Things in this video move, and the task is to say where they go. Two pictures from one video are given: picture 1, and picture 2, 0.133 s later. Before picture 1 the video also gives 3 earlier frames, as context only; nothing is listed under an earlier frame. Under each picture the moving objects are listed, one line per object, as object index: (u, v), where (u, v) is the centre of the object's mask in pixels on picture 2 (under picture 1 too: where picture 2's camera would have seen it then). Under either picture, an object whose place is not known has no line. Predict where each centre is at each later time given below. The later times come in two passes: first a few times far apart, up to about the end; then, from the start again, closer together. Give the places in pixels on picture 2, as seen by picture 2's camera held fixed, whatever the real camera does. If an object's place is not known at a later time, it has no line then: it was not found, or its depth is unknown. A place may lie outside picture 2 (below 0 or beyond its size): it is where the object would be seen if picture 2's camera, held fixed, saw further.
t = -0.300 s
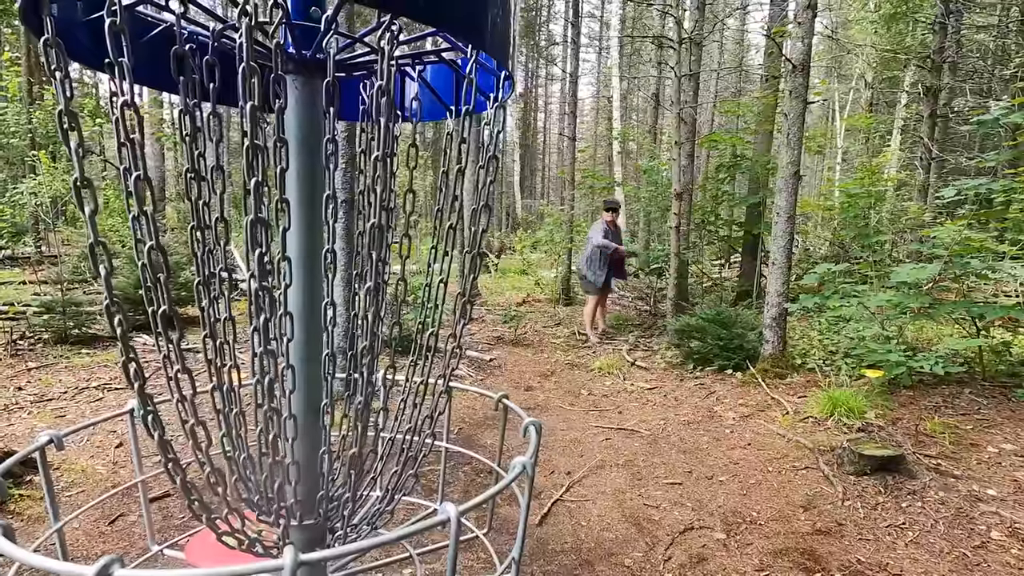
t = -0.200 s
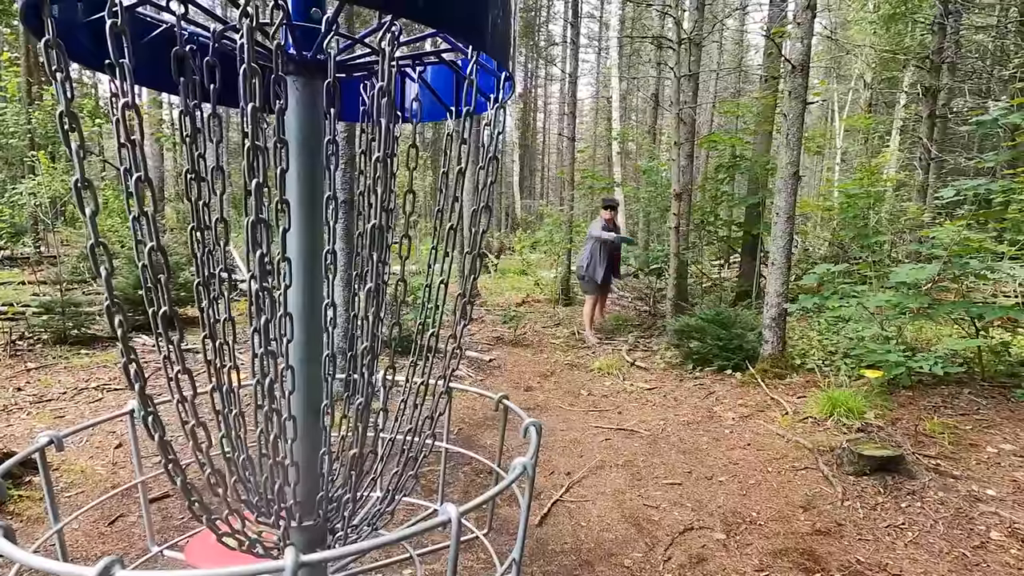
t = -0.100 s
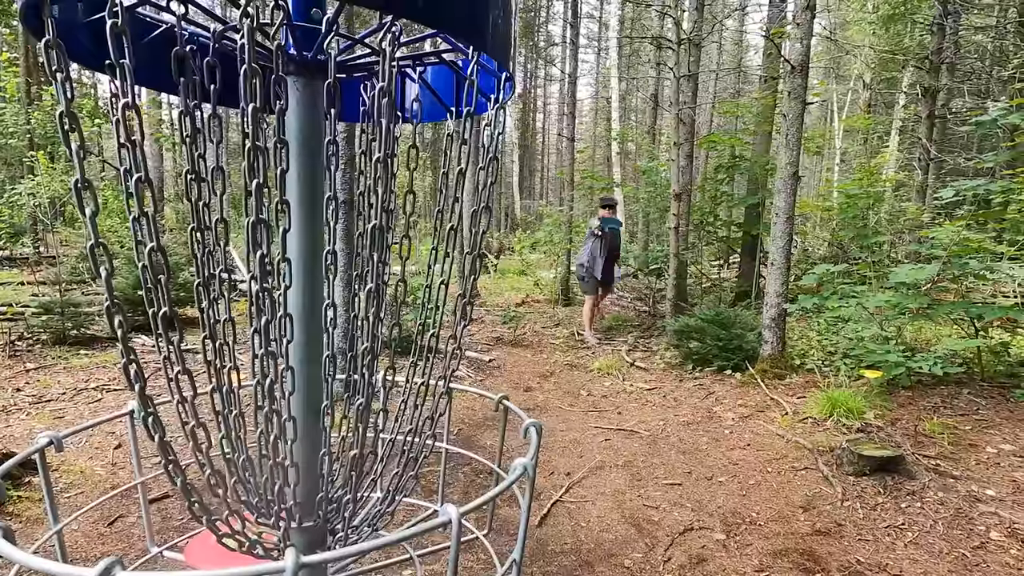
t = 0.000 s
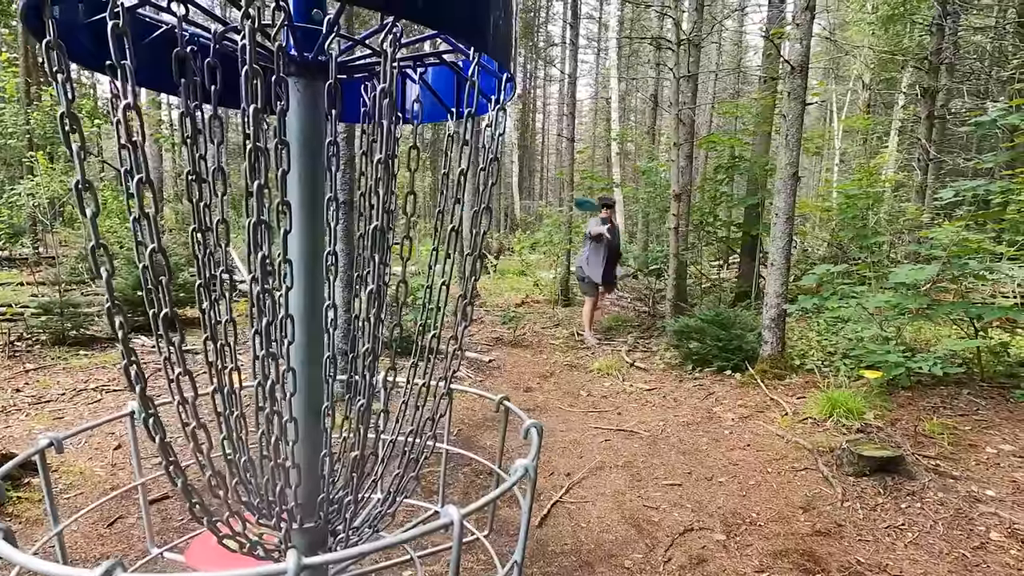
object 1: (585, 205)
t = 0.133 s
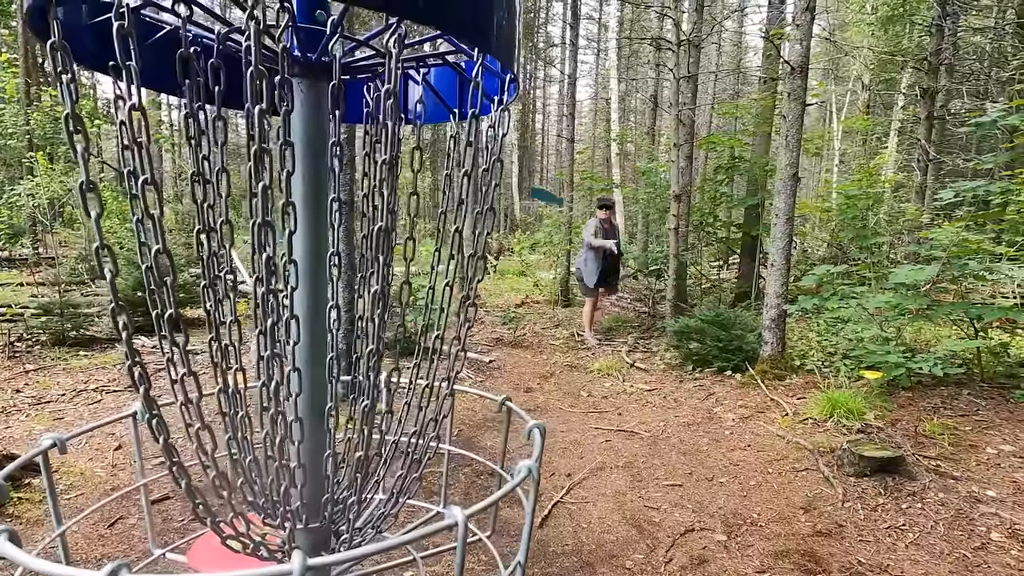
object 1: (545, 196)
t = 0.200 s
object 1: (518, 198)
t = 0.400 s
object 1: (349, 263)
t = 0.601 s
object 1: (87, 435)
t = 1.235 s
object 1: (212, 556)
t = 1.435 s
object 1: (208, 562)
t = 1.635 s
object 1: (198, 567)
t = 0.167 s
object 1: (532, 196)
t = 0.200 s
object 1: (518, 198)
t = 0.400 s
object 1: (349, 263)
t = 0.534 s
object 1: (94, 406)
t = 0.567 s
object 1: (74, 434)
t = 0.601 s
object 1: (87, 435)
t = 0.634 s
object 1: (93, 431)
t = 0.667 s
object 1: (118, 429)
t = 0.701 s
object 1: (133, 434)
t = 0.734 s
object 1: (162, 447)
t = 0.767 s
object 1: (156, 457)
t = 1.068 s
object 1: (204, 558)
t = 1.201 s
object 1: (210, 558)
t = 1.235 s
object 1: (212, 556)
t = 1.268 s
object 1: (214, 554)
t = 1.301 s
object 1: (214, 554)
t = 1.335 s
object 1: (215, 554)
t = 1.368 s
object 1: (212, 555)
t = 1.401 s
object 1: (211, 555)
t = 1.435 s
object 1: (208, 562)
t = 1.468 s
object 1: (203, 564)
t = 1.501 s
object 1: (200, 565)
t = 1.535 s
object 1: (198, 567)
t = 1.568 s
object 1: (198, 567)
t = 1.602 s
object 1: (198, 567)
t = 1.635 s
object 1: (198, 567)
